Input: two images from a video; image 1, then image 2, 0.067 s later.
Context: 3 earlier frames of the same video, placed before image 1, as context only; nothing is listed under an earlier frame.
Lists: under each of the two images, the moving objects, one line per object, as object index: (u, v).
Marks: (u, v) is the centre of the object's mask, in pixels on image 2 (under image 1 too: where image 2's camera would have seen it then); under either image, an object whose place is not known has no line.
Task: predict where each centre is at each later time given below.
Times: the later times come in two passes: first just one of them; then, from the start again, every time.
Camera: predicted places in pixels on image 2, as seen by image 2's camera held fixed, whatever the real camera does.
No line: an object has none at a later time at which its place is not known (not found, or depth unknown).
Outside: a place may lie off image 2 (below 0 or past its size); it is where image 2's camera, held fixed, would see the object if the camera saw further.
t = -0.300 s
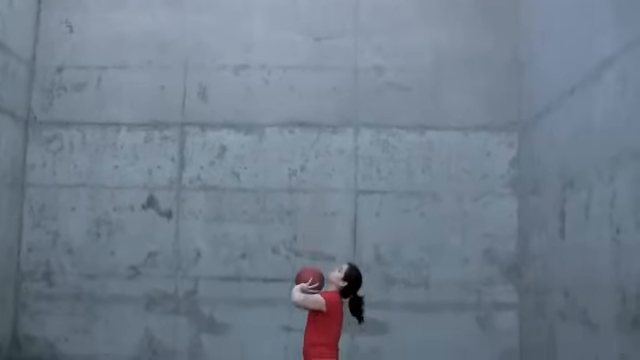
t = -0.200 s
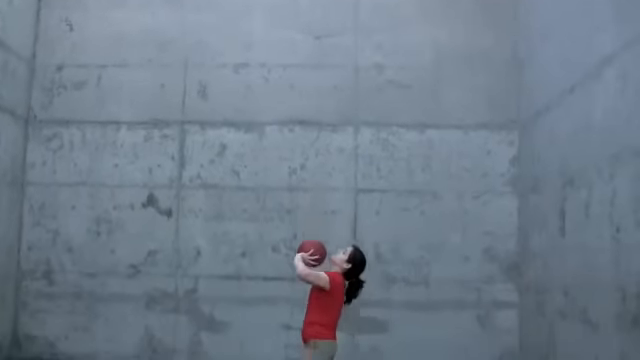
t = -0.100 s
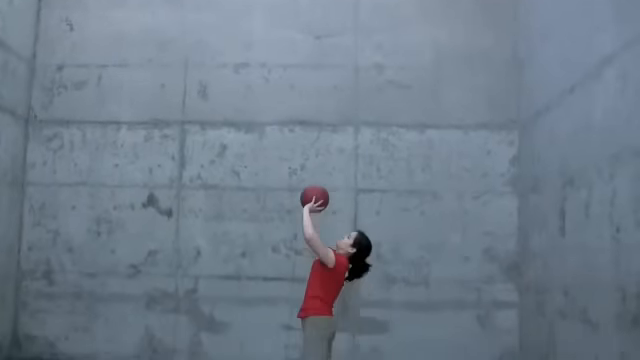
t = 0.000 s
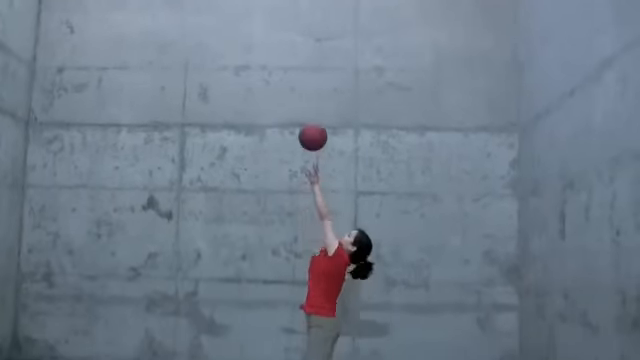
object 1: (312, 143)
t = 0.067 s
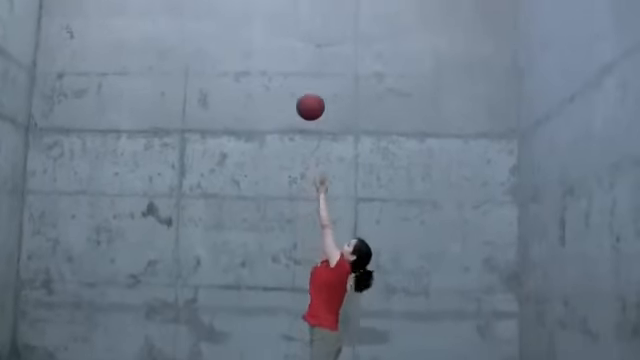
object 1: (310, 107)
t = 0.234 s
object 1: (304, 39)
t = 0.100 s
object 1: (309, 90)
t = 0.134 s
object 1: (308, 76)
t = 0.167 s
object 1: (306, 62)
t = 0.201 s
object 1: (305, 50)
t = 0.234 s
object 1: (304, 39)
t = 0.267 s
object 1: (302, 30)
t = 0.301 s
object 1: (301, 23)
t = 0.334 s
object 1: (299, 17)
